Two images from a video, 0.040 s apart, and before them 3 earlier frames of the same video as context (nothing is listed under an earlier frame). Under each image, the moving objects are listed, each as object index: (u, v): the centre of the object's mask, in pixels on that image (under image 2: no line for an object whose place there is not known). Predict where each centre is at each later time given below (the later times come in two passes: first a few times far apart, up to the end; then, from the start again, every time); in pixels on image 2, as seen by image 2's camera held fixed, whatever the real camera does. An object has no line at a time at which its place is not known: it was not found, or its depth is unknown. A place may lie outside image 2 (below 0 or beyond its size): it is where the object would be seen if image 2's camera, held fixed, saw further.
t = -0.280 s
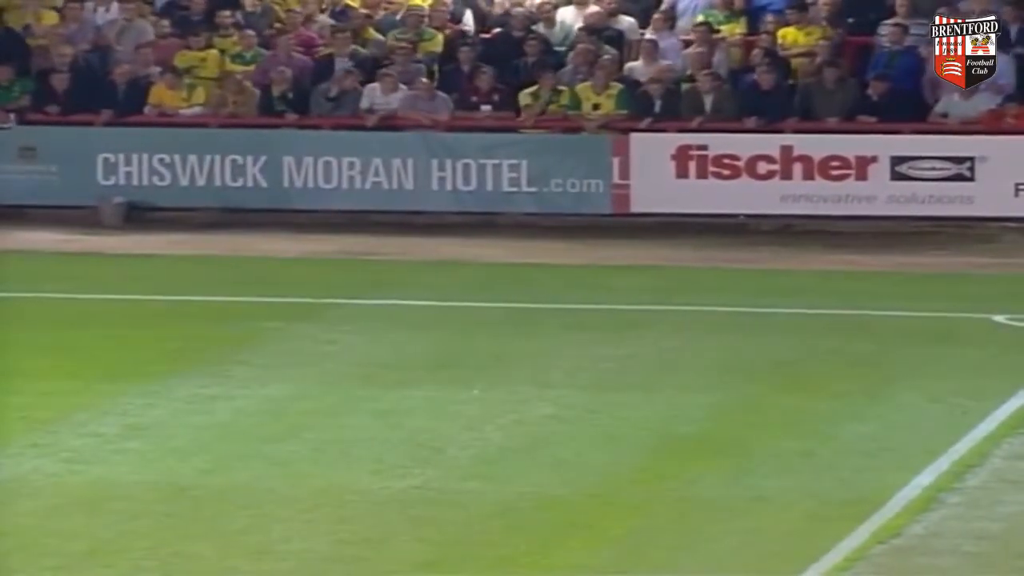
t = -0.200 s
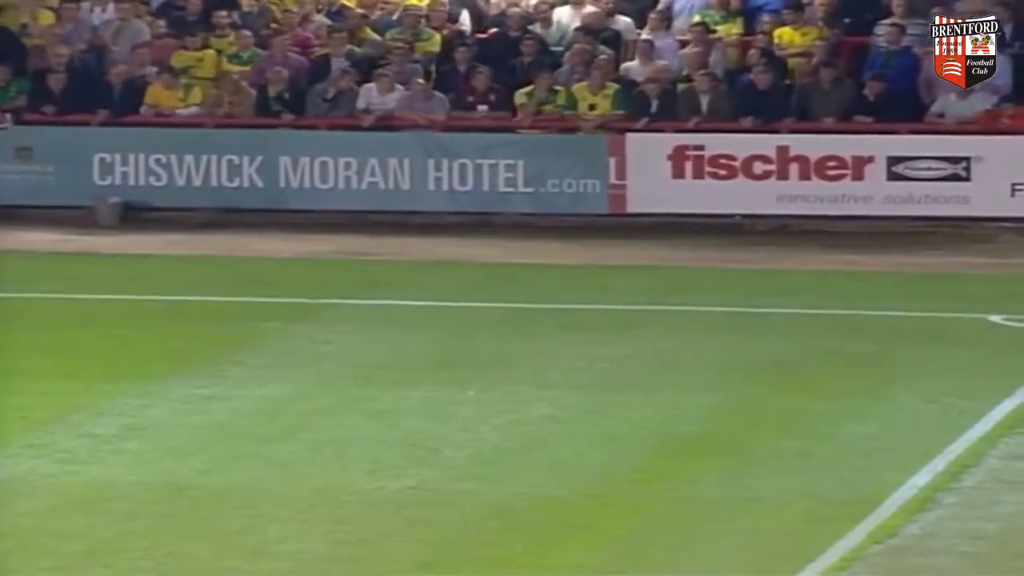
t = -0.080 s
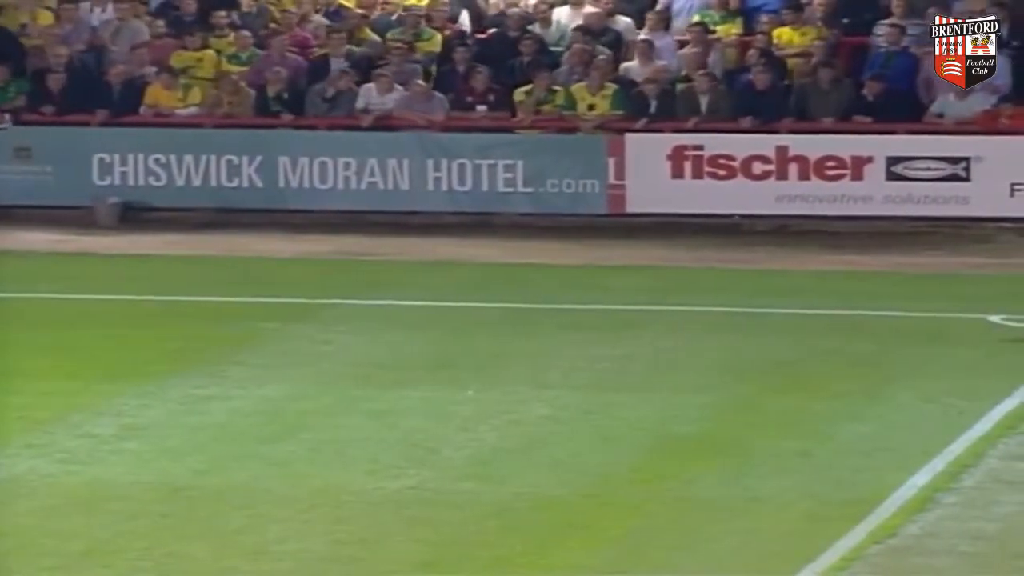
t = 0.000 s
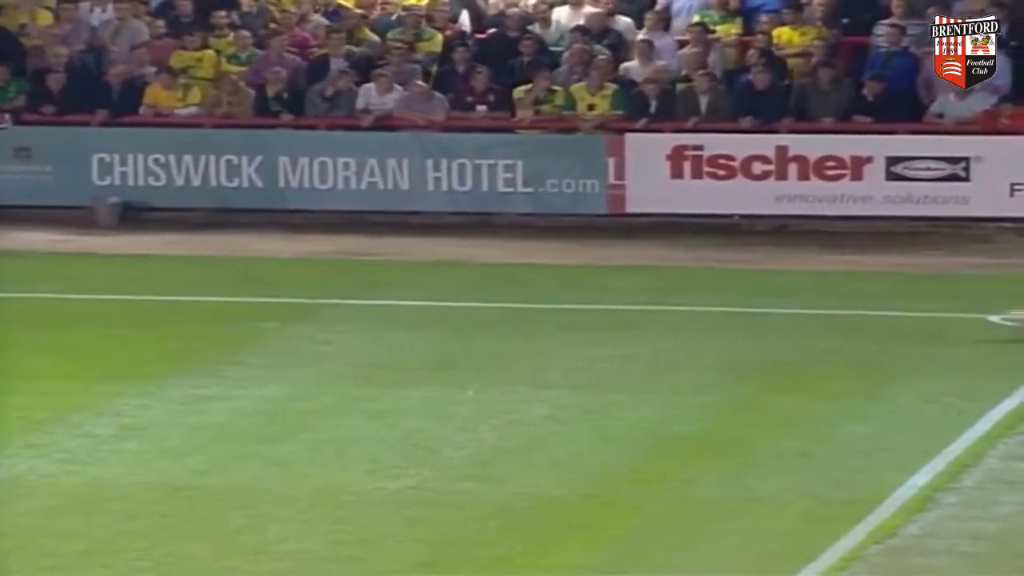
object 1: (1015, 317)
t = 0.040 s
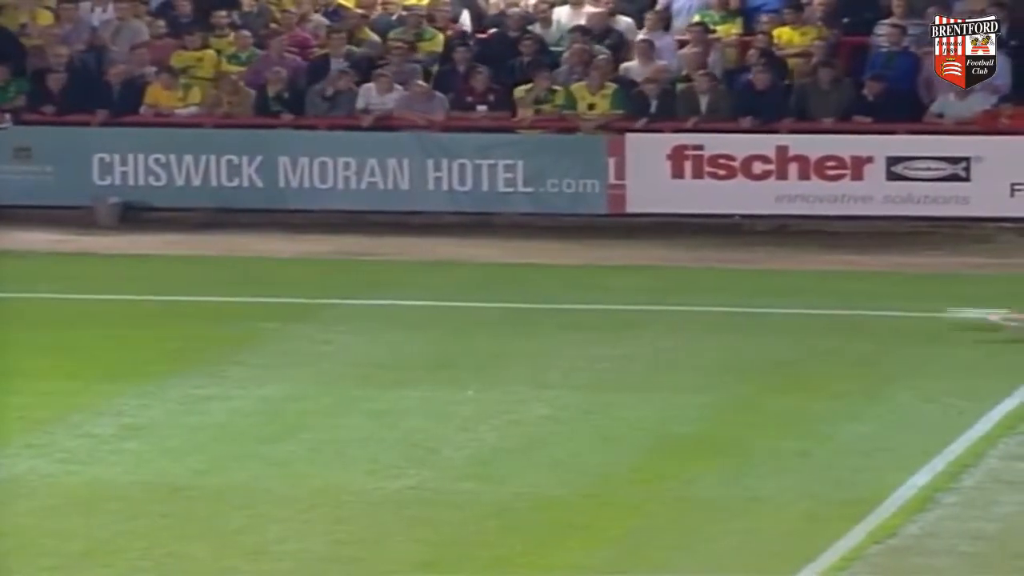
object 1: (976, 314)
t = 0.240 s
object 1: (701, 317)
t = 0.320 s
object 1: (606, 317)
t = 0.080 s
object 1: (918, 314)
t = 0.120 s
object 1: (861, 316)
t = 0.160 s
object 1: (807, 317)
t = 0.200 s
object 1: (749, 315)
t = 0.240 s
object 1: (701, 317)
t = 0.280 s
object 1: (649, 318)
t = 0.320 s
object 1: (606, 317)
